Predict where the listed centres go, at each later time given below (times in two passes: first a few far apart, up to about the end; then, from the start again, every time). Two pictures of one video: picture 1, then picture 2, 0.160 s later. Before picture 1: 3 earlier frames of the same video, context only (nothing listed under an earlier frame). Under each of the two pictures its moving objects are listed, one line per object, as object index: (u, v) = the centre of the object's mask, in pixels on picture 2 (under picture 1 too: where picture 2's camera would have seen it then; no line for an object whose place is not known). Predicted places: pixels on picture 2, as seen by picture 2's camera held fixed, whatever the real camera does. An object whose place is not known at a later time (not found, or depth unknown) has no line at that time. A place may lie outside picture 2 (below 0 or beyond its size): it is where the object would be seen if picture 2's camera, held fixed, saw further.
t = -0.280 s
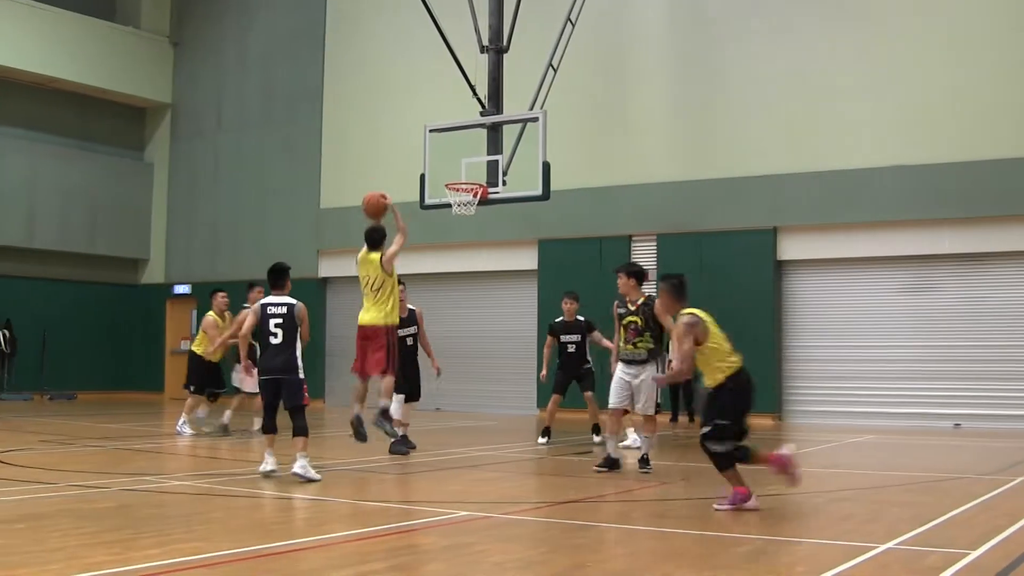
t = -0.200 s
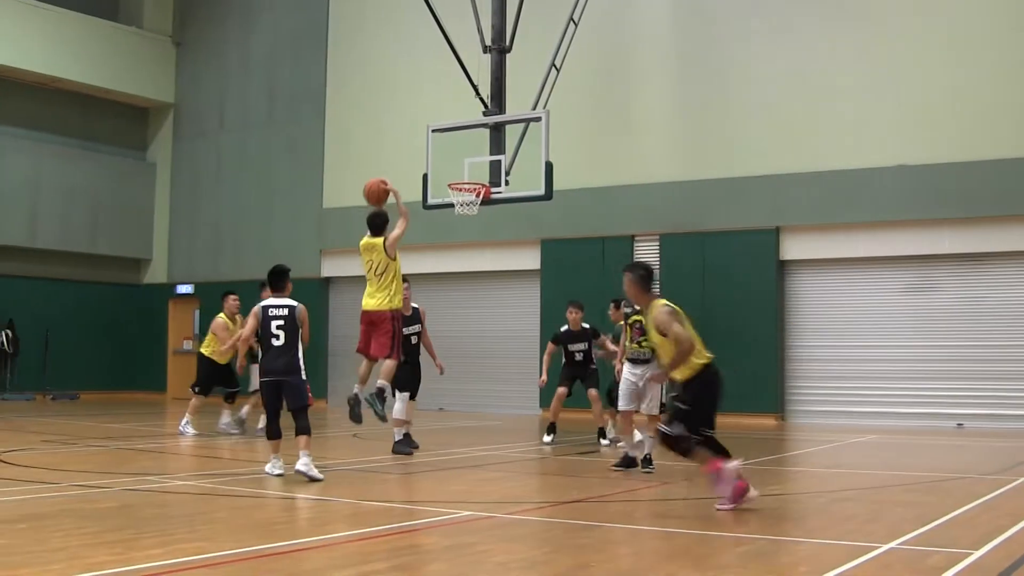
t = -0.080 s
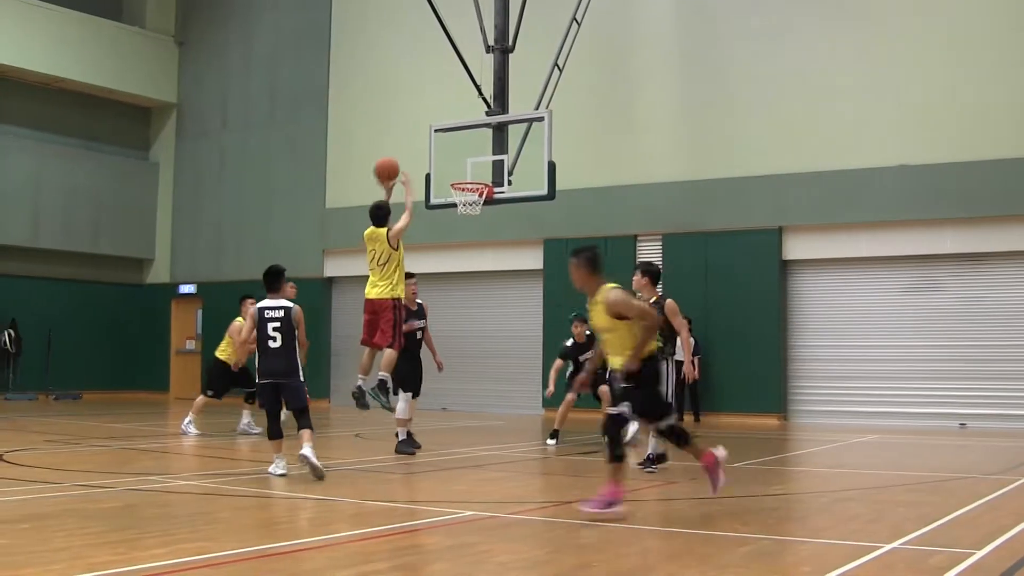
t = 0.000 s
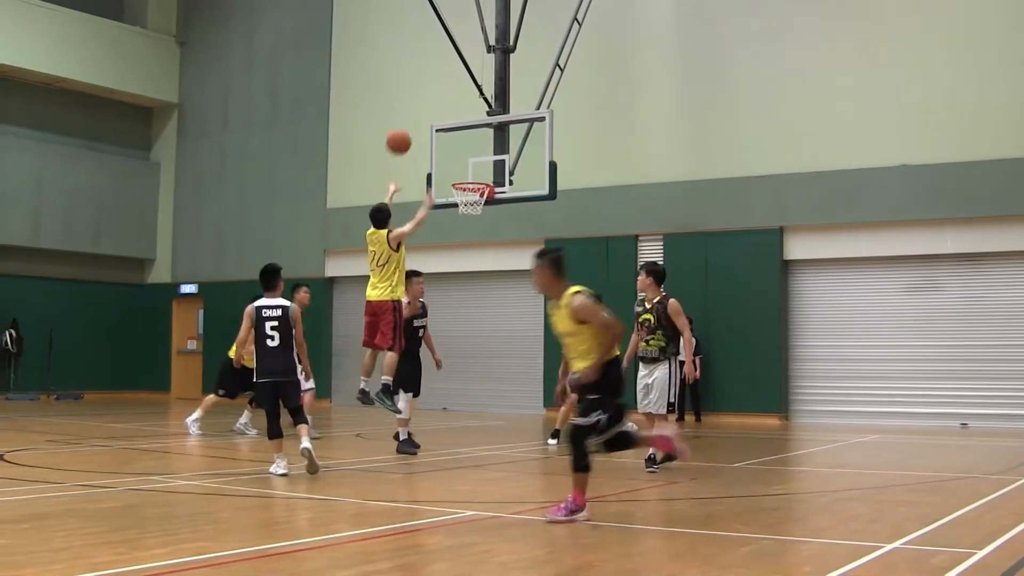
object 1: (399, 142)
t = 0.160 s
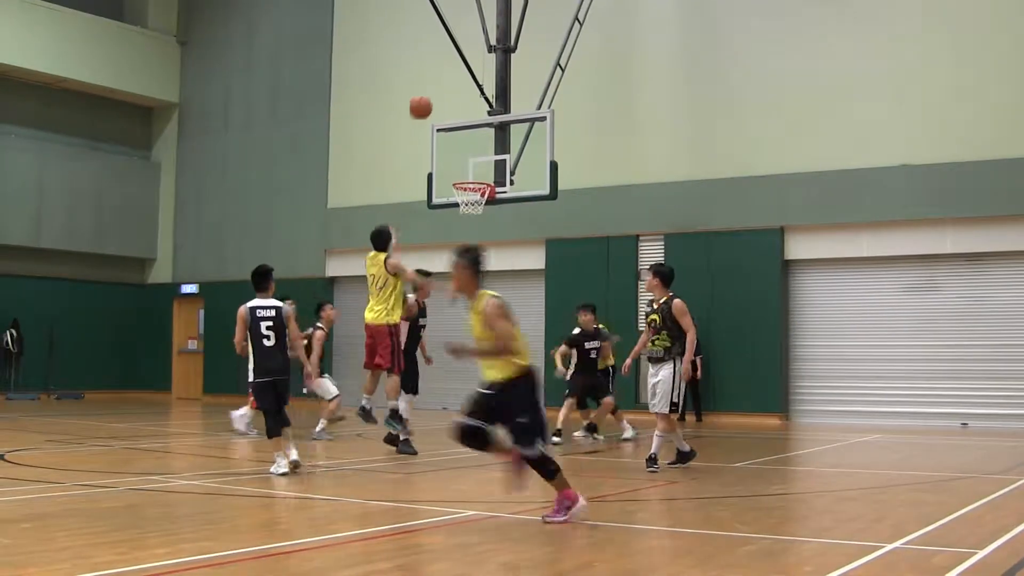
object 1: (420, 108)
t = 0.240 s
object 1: (429, 100)
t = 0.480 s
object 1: (452, 114)
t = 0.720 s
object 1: (469, 171)
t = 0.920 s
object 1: (473, 226)
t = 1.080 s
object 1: (469, 280)
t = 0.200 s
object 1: (425, 103)
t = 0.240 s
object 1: (429, 100)
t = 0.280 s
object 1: (433, 99)
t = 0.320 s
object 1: (438, 99)
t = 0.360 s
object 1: (441, 101)
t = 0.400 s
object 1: (445, 104)
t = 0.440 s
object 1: (448, 108)
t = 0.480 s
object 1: (452, 114)
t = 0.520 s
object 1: (455, 120)
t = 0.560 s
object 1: (458, 129)
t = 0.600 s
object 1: (461, 137)
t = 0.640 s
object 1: (464, 148)
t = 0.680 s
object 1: (466, 158)
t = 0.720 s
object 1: (469, 171)
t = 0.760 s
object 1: (472, 181)
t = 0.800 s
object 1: (473, 194)
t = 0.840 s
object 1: (473, 205)
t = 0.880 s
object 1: (474, 215)
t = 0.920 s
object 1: (473, 226)
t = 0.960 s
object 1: (473, 238)
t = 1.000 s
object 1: (472, 250)
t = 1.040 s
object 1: (471, 264)
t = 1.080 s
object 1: (469, 280)
